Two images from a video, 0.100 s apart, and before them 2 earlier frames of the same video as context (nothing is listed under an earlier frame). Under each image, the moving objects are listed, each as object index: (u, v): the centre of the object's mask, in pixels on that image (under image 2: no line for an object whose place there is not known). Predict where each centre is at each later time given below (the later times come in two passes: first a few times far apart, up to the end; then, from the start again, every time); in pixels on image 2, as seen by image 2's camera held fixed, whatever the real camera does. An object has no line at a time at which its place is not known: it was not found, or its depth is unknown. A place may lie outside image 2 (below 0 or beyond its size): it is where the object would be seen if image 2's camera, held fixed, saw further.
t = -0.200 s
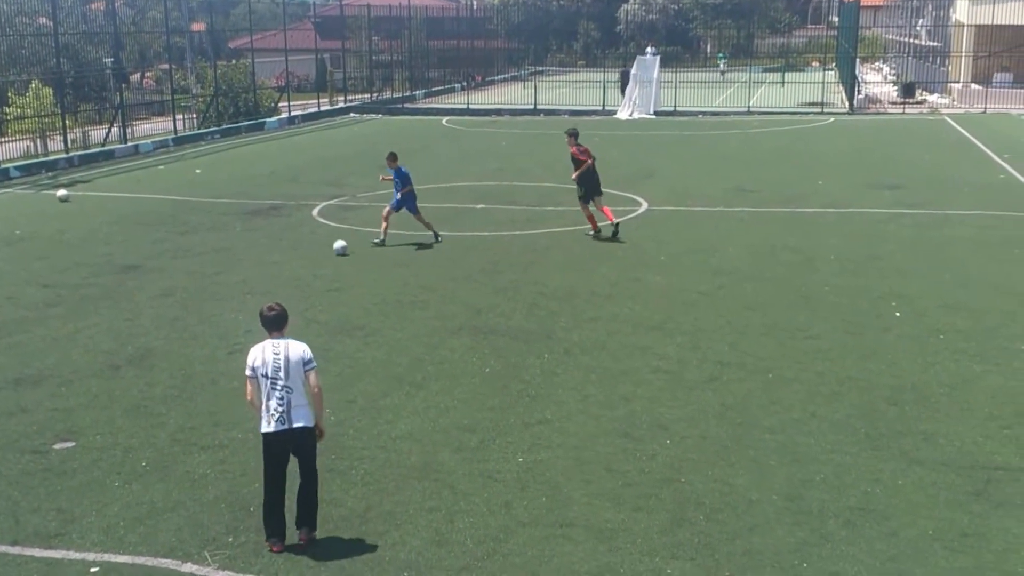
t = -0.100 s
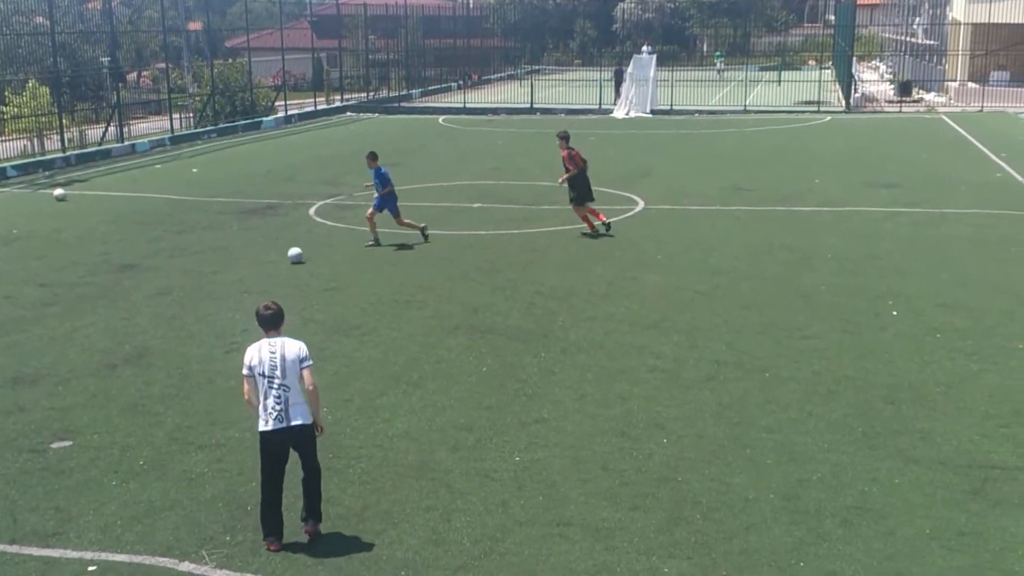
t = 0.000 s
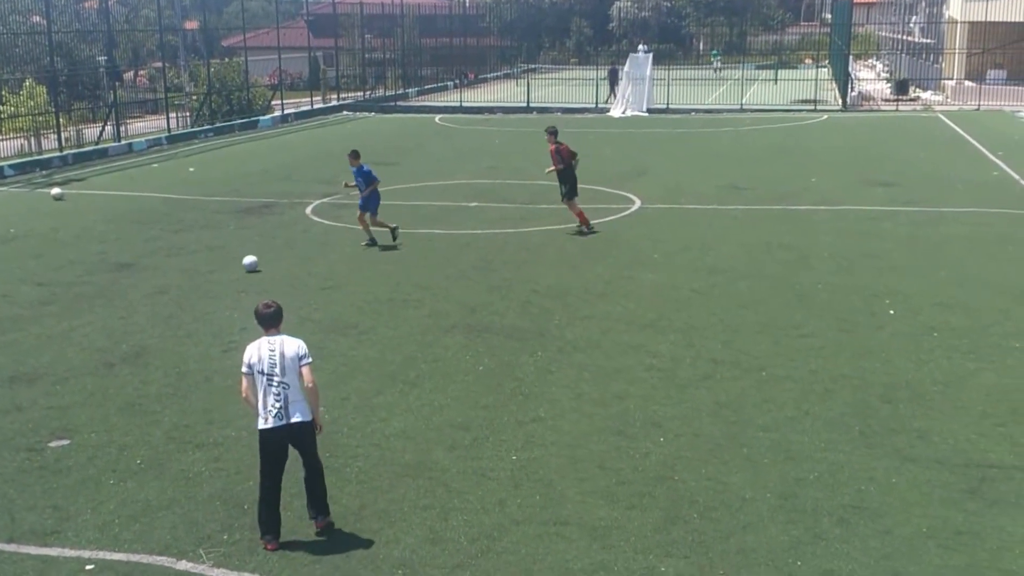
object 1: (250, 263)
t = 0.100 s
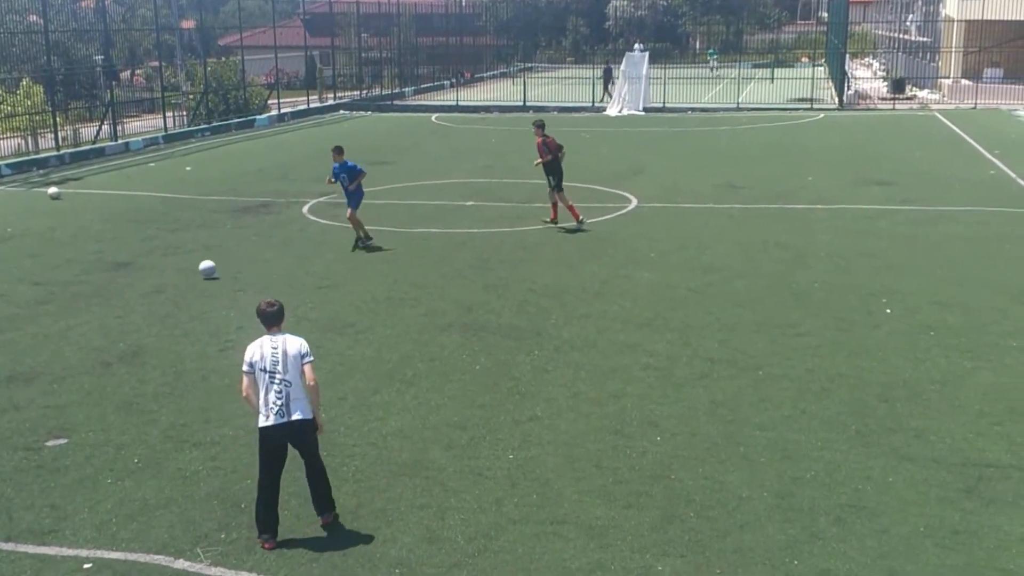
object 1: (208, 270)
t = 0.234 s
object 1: (155, 279)
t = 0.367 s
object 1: (106, 291)
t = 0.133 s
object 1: (195, 272)
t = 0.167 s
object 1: (181, 275)
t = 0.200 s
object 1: (167, 278)
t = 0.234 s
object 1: (155, 279)
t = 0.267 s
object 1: (143, 281)
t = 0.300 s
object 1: (131, 284)
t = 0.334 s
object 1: (119, 287)
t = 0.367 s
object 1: (106, 291)
